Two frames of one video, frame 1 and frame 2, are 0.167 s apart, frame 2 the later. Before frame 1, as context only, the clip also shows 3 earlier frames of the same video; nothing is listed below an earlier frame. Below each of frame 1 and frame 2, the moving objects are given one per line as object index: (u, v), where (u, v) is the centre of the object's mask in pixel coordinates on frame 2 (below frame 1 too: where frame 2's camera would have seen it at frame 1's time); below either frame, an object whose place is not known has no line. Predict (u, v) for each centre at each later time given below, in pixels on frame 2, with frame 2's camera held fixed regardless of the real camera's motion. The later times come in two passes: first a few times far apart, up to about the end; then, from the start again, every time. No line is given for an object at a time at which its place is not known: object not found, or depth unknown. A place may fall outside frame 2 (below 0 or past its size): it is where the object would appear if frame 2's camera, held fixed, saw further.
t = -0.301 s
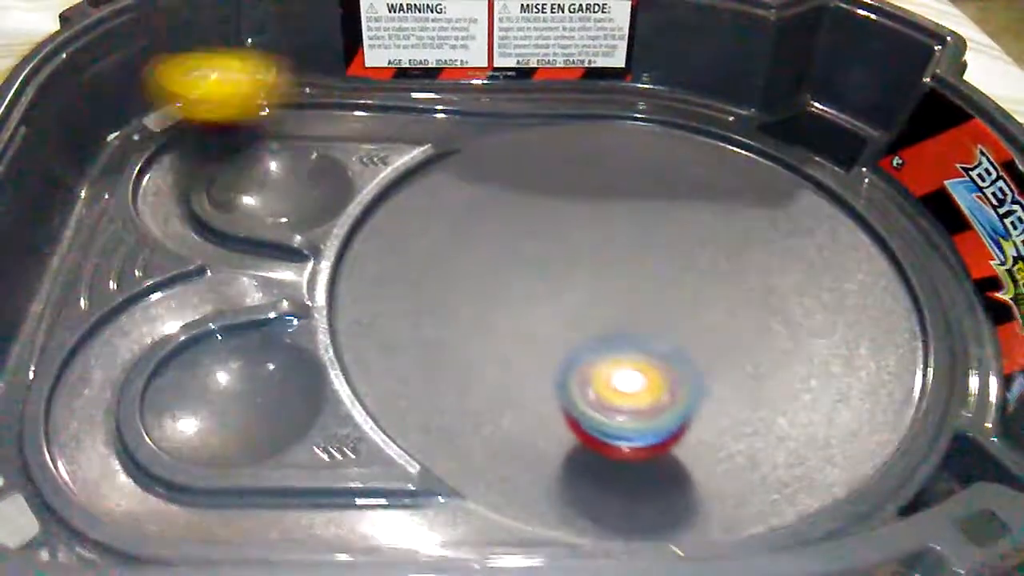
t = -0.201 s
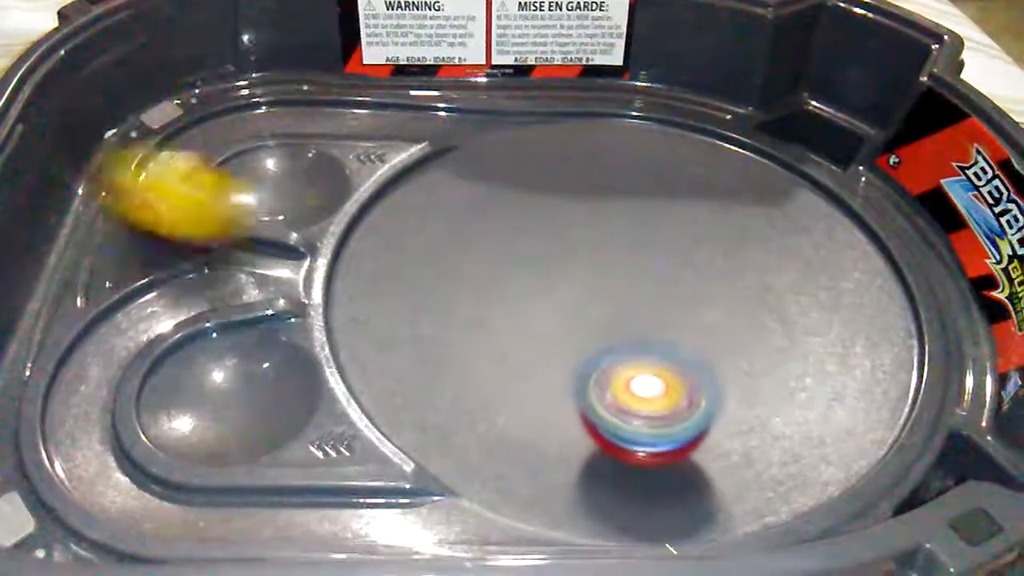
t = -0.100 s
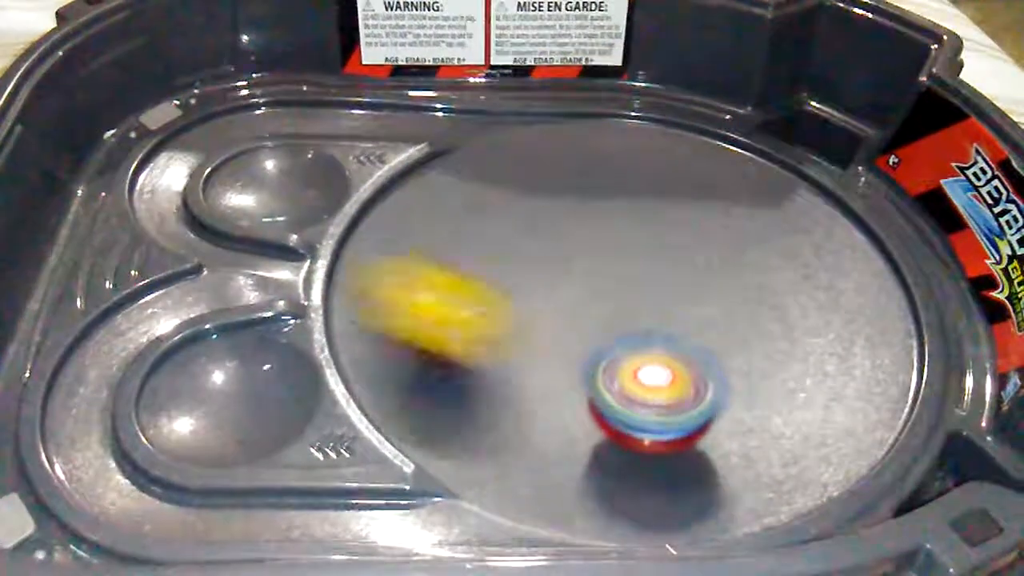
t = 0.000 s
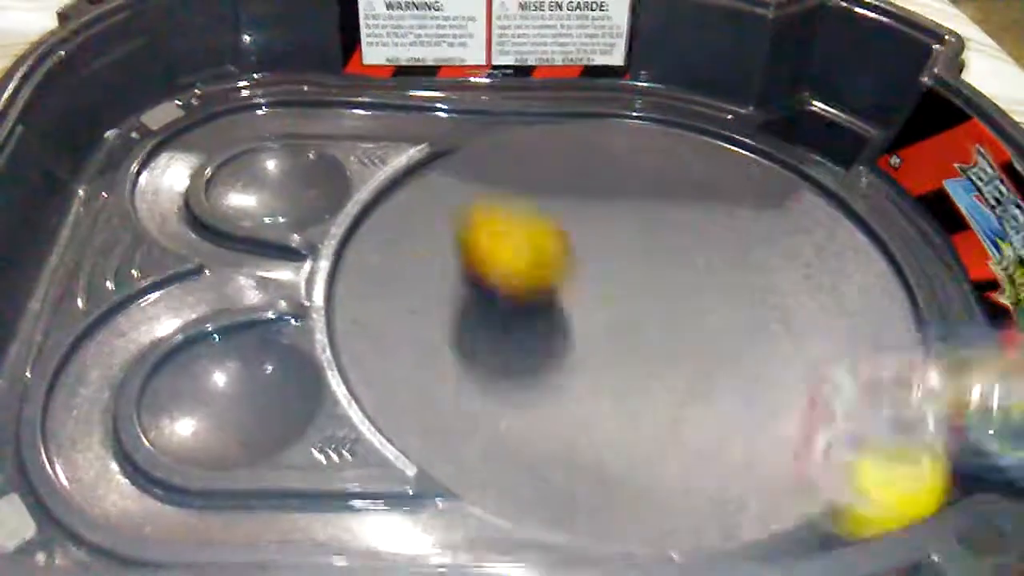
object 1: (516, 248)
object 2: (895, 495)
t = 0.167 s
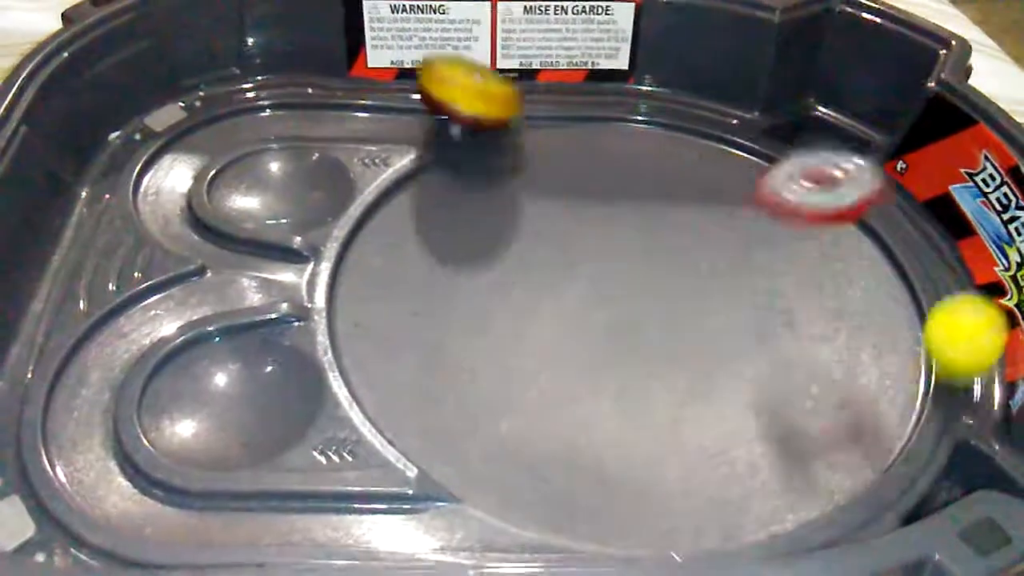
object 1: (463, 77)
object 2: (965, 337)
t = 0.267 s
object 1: (454, 67)
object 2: (931, 270)
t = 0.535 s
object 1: (377, 76)
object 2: (519, 433)
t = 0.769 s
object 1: (319, 86)
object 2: (281, 527)
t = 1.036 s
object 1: (330, 110)
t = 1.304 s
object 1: (488, 265)
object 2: (92, 436)
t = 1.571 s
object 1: (884, 252)
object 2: (95, 444)
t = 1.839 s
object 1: (658, 165)
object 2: (121, 470)
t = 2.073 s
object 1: (526, 127)
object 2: (150, 490)
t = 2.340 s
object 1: (473, 235)
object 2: (151, 490)
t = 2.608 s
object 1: (551, 391)
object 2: (151, 490)
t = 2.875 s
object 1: (730, 435)
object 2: (151, 490)
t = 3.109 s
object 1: (731, 316)
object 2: (151, 490)
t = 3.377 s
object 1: (658, 241)
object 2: (151, 490)
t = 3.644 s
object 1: (608, 292)
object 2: (151, 490)
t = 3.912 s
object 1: (665, 340)
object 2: (151, 490)
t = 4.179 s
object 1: (664, 304)
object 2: (151, 490)
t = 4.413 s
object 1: (602, 271)
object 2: (151, 490)
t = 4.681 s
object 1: (529, 275)
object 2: (151, 490)
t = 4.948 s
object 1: (546, 309)
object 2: (151, 490)
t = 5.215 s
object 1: (620, 306)
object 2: (152, 490)
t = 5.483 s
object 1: (655, 275)
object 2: (152, 490)
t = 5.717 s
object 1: (636, 251)
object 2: (151, 490)
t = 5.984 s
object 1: (602, 273)
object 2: (152, 490)
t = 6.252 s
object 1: (582, 318)
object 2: (152, 490)
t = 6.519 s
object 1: (617, 330)
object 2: (152, 490)
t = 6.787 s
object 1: (634, 298)
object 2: (151, 490)
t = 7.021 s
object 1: (630, 266)
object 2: (152, 490)
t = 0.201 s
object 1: (462, 70)
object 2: (968, 318)
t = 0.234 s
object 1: (458, 64)
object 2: (976, 298)
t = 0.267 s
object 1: (454, 67)
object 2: (931, 270)
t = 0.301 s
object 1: (447, 68)
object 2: (862, 256)
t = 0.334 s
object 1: (443, 72)
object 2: (788, 242)
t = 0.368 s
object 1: (435, 68)
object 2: (722, 227)
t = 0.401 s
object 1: (426, 66)
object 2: (664, 223)
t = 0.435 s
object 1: (414, 68)
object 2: (628, 270)
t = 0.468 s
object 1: (403, 67)
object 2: (594, 327)
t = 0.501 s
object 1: (390, 71)
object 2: (558, 383)
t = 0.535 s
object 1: (377, 76)
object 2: (519, 433)
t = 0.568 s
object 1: (361, 86)
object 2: (484, 476)
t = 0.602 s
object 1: (348, 83)
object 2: (448, 511)
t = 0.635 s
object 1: (339, 85)
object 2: (408, 521)
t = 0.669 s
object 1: (332, 85)
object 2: (375, 533)
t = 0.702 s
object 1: (326, 85)
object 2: (334, 542)
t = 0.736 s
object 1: (322, 84)
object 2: (304, 536)
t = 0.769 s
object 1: (319, 86)
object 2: (281, 527)
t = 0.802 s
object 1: (314, 96)
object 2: (261, 514)
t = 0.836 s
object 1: (311, 97)
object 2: (246, 503)
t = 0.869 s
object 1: (311, 98)
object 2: (233, 496)
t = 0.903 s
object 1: (311, 100)
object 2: (216, 487)
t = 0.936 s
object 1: (313, 103)
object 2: (194, 489)
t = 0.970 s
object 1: (317, 102)
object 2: (175, 490)
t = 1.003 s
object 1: (323, 105)
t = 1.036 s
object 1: (330, 110)
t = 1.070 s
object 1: (337, 115)
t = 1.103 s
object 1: (347, 125)
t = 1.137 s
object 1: (360, 135)
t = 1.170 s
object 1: (375, 149)
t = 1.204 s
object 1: (393, 167)
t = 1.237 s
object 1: (416, 196)
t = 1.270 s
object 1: (447, 230)
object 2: (93, 440)
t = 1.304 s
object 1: (488, 265)
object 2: (92, 436)
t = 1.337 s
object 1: (541, 300)
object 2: (91, 435)
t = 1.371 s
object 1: (599, 318)
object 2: (90, 435)
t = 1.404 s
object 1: (655, 321)
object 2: (91, 435)
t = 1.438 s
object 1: (714, 321)
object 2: (91, 436)
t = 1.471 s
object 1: (771, 310)
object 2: (92, 438)
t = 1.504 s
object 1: (822, 301)
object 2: (92, 439)
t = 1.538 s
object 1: (869, 274)
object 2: (94, 441)
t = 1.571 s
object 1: (884, 252)
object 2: (95, 444)
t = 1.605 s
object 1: (864, 232)
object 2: (99, 447)
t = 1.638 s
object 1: (844, 229)
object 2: (103, 449)
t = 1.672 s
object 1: (805, 219)
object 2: (104, 452)
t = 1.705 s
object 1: (773, 206)
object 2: (106, 455)
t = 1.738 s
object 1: (738, 192)
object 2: (110, 459)
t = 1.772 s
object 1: (708, 183)
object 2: (115, 463)
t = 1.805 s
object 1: (681, 173)
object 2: (119, 467)
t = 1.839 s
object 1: (658, 165)
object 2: (121, 470)
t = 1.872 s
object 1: (638, 157)
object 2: (124, 471)
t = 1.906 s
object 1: (618, 149)
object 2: (127, 474)
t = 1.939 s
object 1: (599, 142)
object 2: (130, 477)
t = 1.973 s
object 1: (581, 137)
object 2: (134, 480)
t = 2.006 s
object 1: (563, 129)
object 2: (139, 484)
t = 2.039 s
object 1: (545, 126)
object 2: (146, 488)
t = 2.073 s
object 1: (526, 127)
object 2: (150, 490)
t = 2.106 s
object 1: (509, 130)
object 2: (151, 490)
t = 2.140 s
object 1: (494, 141)
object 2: (151, 490)
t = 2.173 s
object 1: (483, 152)
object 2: (151, 490)
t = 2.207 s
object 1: (476, 166)
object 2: (151, 490)
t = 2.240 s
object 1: (471, 182)
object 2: (151, 490)
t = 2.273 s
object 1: (470, 196)
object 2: (151, 490)
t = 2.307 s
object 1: (470, 216)
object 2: (151, 490)
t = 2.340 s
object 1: (473, 235)
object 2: (151, 490)
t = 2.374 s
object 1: (478, 254)
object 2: (151, 490)
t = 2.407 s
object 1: (484, 272)
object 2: (151, 490)
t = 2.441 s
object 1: (493, 292)
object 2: (151, 490)
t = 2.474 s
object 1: (501, 308)
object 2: (151, 490)
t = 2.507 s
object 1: (513, 328)
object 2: (151, 490)
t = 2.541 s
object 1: (524, 356)
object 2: (151, 490)
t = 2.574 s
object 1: (537, 376)
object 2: (151, 490)
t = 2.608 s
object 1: (551, 391)
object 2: (151, 490)
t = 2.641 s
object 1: (569, 399)
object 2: (151, 490)
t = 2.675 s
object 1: (586, 418)
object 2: (151, 490)
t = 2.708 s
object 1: (610, 431)
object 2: (151, 490)
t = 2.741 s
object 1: (633, 440)
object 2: (151, 490)
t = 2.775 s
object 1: (659, 446)
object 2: (151, 490)
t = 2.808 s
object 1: (684, 448)
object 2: (151, 489)
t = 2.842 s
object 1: (711, 444)
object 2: (151, 490)
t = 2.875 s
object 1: (730, 435)
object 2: (151, 490)
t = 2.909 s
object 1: (744, 421)
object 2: (151, 490)
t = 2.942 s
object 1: (751, 405)
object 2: (151, 490)
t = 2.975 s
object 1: (753, 386)
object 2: (151, 490)
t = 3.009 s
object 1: (752, 369)
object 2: (151, 490)
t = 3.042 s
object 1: (746, 349)
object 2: (151, 490)
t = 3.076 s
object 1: (738, 332)
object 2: (151, 490)
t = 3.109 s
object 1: (731, 316)
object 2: (151, 490)
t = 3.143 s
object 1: (718, 297)
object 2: (151, 490)
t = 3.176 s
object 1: (709, 281)
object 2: (150, 490)
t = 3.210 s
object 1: (703, 271)
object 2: (150, 490)
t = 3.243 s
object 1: (697, 265)
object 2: (151, 490)
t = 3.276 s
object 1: (688, 256)
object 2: (151, 490)
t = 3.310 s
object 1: (678, 251)
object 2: (151, 490)
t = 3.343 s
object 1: (669, 245)
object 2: (151, 490)
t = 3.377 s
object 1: (658, 241)
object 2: (151, 490)
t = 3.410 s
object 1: (650, 240)
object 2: (151, 490)
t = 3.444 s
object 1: (637, 241)
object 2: (151, 490)
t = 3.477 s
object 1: (628, 247)
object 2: (151, 490)
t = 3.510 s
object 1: (621, 256)
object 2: (151, 490)
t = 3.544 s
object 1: (616, 264)
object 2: (151, 490)
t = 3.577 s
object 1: (611, 275)
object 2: (151, 490)
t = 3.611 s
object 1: (609, 281)
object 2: (151, 490)
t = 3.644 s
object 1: (608, 292)
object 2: (151, 490)
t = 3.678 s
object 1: (609, 301)
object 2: (151, 490)
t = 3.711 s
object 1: (614, 312)
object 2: (151, 490)
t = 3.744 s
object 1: (620, 322)
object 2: (151, 490)
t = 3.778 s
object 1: (629, 331)
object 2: (151, 490)
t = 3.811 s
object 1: (642, 337)
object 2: (151, 490)
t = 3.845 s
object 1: (651, 339)
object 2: (151, 490)
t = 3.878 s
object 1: (661, 342)
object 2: (151, 490)
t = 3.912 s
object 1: (665, 340)
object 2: (151, 490)
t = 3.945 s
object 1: (671, 337)
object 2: (151, 490)
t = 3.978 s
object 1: (675, 336)
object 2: (151, 490)
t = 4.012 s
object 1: (678, 333)
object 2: (151, 490)
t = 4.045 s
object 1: (679, 328)
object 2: (151, 490)
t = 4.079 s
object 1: (679, 324)
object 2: (151, 490)
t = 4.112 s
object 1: (676, 318)
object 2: (151, 490)
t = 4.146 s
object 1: (671, 312)
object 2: (151, 490)
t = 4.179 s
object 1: (664, 304)
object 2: (151, 490)
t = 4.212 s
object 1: (657, 299)
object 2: (151, 490)
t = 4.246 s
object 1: (649, 292)
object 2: (151, 490)
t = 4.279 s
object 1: (640, 288)
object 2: (151, 490)
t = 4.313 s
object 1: (630, 282)
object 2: (151, 490)
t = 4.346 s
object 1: (621, 279)
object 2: (151, 490)
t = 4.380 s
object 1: (612, 275)
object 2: (151, 490)
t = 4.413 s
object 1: (602, 271)
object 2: (151, 490)
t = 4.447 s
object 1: (589, 268)
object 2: (151, 490)
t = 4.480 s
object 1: (573, 266)
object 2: (151, 490)
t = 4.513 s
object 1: (564, 267)
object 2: (151, 490)
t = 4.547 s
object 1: (552, 267)
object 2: (151, 490)
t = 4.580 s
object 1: (544, 269)
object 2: (151, 490)
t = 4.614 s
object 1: (540, 270)
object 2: (151, 490)
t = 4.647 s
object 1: (534, 273)
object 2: (151, 490)
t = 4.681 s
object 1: (529, 275)
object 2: (151, 490)
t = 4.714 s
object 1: (527, 278)
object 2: (151, 490)
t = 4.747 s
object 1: (525, 282)
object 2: (151, 490)
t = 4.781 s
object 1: (524, 283)
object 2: (151, 490)
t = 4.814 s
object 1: (525, 290)
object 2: (151, 490)
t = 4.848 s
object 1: (529, 293)
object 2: (151, 490)
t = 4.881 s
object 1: (532, 302)
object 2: (151, 490)
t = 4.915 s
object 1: (538, 301)
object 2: (151, 490)
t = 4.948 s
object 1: (546, 309)
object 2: (151, 490)
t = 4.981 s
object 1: (551, 307)
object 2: (151, 490)
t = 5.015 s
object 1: (561, 314)
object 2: (151, 490)
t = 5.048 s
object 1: (569, 312)
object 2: (151, 490)
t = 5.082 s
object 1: (578, 317)
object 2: (151, 490)
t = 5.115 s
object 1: (590, 312)
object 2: (151, 490)
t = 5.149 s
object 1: (601, 310)
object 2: (151, 490)
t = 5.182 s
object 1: (612, 309)
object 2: (151, 490)
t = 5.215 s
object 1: (620, 306)
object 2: (152, 490)
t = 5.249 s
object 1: (630, 304)
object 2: (152, 490)
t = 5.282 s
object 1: (634, 299)
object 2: (152, 490)
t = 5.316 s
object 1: (639, 295)
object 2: (151, 490)
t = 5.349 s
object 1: (644, 290)
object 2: (152, 490)
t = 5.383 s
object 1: (649, 284)
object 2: (152, 490)
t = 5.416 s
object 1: (654, 280)
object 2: (152, 490)
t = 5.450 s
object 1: (654, 274)
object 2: (152, 490)
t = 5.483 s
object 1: (655, 275)
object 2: (152, 490)
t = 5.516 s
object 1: (655, 267)
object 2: (152, 490)
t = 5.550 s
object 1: (653, 263)
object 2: (152, 490)
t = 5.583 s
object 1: (652, 259)
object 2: (152, 490)
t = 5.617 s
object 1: (648, 255)
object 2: (152, 490)
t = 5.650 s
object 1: (645, 254)
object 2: (152, 490)
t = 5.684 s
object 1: (641, 250)
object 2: (151, 490)
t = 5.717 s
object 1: (636, 251)
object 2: (151, 490)
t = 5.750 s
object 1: (633, 249)
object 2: (152, 490)
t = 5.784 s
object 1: (627, 250)
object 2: (152, 490)
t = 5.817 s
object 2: (152, 490)
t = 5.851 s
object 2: (152, 490)
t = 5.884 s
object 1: (614, 262)
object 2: (151, 490)
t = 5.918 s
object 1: (608, 265)
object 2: (151, 490)
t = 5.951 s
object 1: (607, 267)
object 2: (152, 490)
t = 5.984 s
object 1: (602, 273)
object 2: (152, 490)
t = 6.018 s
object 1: (597, 276)
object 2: (152, 490)
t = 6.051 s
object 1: (592, 280)
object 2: (152, 490)
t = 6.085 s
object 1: (586, 287)
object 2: (152, 490)
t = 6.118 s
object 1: (582, 291)
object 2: (152, 490)
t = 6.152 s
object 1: (580, 296)
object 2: (152, 490)
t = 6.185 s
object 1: (579, 306)
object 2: (152, 490)
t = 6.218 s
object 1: (580, 311)
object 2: (152, 490)
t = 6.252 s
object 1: (582, 318)
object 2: (152, 490)
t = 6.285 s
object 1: (585, 321)
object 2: (152, 490)
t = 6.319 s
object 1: (590, 324)
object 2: (152, 490)
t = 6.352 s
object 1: (592, 327)
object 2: (152, 490)
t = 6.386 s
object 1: (597, 328)
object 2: (152, 490)
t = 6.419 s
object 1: (605, 331)
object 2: (152, 490)
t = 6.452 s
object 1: (608, 331)
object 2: (152, 490)
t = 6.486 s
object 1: (614, 332)
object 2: (152, 490)
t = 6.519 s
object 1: (617, 330)
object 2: (152, 490)
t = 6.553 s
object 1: (623, 327)
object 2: (152, 490)
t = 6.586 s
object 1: (625, 330)
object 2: (152, 490)
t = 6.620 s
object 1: (628, 322)
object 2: (152, 490)
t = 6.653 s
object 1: (632, 316)
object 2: (152, 490)
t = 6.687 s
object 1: (633, 313)
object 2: (152, 490)
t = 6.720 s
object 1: (634, 308)
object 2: (151, 490)
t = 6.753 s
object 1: (633, 301)
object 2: (151, 490)
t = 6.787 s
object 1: (634, 298)
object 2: (151, 490)
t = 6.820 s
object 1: (634, 293)
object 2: (152, 490)
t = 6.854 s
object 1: (631, 288)
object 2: (152, 490)
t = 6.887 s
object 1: (631, 283)
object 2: (152, 490)
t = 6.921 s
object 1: (632, 280)
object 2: (152, 490)
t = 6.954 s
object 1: (630, 273)
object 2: (152, 490)
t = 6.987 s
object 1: (629, 269)
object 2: (152, 490)
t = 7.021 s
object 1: (630, 266)
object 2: (152, 490)
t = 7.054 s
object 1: (626, 265)
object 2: (152, 490)
